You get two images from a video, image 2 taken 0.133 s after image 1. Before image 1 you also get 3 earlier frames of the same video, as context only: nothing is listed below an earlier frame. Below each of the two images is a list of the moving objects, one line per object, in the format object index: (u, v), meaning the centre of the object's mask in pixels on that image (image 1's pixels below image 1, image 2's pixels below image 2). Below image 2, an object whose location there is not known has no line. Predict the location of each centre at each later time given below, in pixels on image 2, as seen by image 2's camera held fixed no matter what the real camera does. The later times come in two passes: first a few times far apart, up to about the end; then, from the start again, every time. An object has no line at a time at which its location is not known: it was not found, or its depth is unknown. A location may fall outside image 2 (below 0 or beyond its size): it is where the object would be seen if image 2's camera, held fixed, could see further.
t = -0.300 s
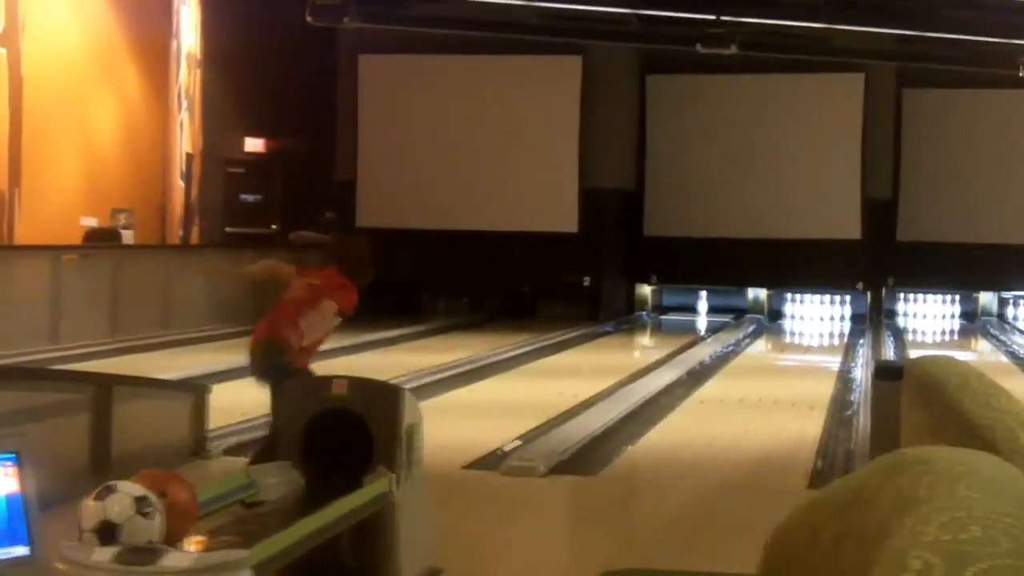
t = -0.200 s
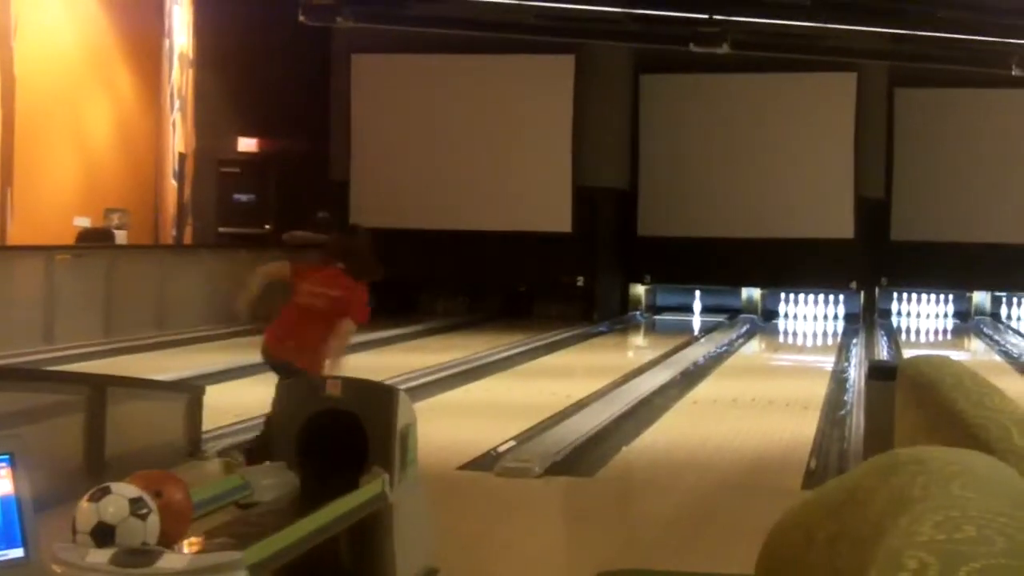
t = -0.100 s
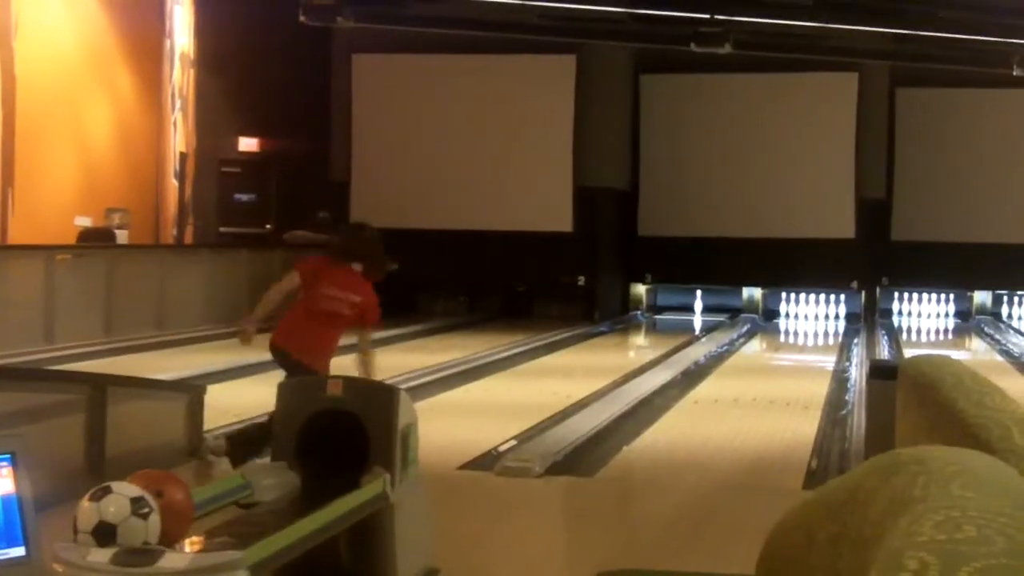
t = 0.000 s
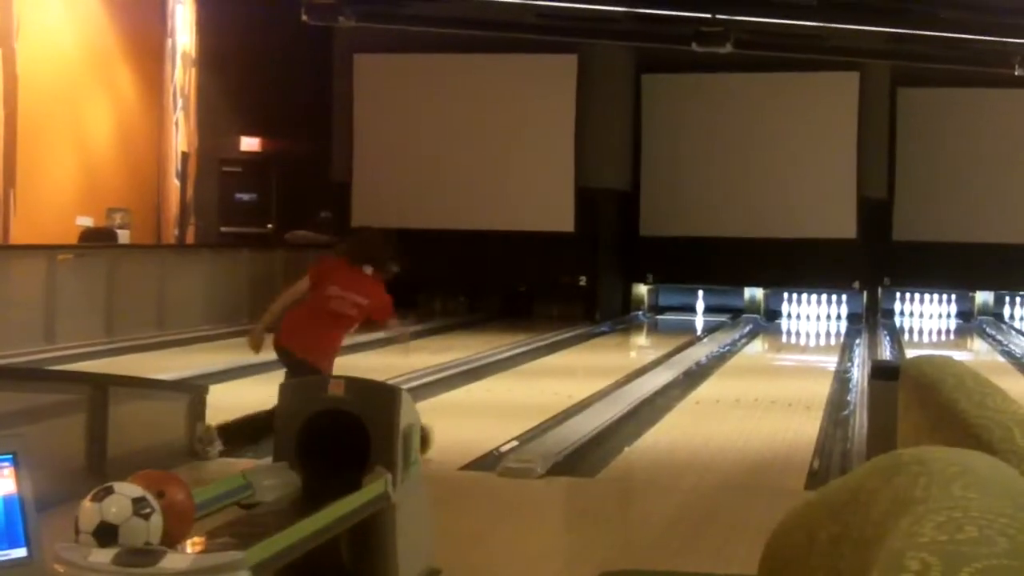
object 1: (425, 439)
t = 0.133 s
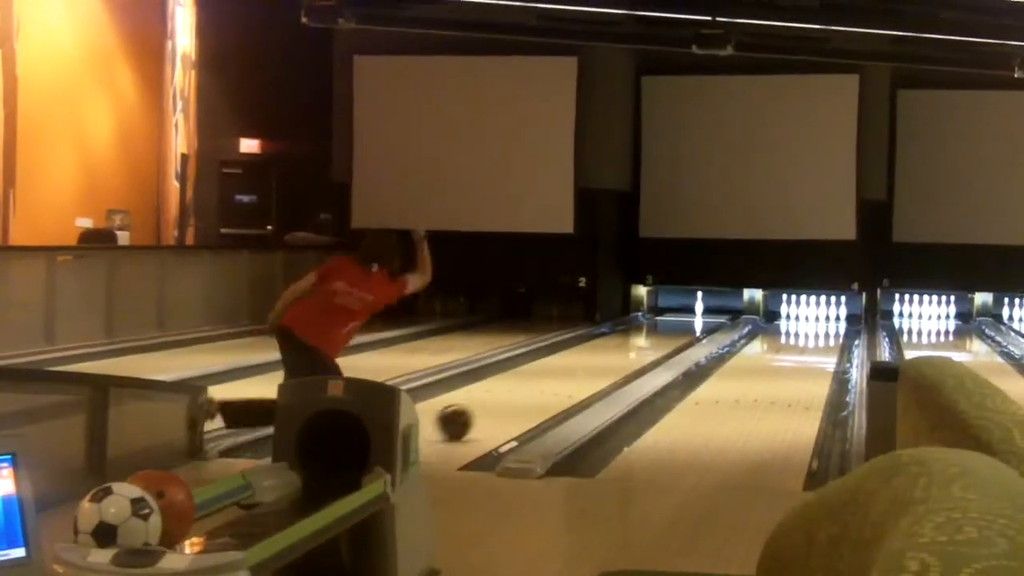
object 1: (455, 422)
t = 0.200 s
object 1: (472, 414)
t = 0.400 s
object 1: (521, 393)
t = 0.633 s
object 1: (563, 375)
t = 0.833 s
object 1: (590, 363)
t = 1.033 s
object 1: (612, 354)
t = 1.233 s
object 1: (631, 345)
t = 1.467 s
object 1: (648, 336)
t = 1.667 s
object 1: (660, 331)
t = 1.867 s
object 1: (669, 325)
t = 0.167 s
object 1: (464, 418)
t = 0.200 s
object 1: (472, 414)
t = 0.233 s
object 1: (482, 410)
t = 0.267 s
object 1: (491, 407)
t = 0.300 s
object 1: (499, 403)
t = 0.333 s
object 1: (506, 400)
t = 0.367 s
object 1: (513, 397)
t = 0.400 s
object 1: (521, 393)
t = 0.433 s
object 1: (528, 390)
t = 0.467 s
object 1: (534, 387)
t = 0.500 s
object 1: (540, 385)
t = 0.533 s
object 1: (546, 382)
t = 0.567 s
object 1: (552, 380)
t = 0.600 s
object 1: (557, 378)
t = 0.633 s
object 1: (563, 375)
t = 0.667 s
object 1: (567, 373)
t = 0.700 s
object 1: (573, 371)
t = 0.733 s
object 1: (577, 369)
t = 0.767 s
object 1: (582, 367)
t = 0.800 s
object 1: (586, 365)
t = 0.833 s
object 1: (590, 363)
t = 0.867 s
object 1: (594, 362)
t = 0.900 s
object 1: (598, 359)
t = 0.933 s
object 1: (602, 358)
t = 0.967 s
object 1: (606, 357)
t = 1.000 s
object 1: (609, 355)
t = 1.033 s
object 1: (612, 354)
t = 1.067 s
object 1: (616, 352)
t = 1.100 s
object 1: (619, 351)
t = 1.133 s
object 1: (622, 349)
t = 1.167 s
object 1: (625, 348)
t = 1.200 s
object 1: (628, 346)
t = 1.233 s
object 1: (631, 345)
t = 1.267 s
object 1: (634, 344)
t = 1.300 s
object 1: (636, 342)
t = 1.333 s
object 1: (638, 341)
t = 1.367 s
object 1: (641, 340)
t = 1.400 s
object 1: (644, 338)
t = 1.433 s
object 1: (646, 337)
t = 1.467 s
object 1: (648, 336)
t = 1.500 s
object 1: (650, 335)
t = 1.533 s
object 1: (652, 334)
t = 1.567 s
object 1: (654, 333)
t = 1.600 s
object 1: (656, 332)
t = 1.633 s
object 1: (658, 332)
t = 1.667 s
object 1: (660, 331)
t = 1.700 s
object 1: (661, 329)
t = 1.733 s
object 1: (662, 328)
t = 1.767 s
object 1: (663, 327)
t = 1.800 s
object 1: (665, 326)
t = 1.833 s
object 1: (667, 326)
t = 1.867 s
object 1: (669, 325)
